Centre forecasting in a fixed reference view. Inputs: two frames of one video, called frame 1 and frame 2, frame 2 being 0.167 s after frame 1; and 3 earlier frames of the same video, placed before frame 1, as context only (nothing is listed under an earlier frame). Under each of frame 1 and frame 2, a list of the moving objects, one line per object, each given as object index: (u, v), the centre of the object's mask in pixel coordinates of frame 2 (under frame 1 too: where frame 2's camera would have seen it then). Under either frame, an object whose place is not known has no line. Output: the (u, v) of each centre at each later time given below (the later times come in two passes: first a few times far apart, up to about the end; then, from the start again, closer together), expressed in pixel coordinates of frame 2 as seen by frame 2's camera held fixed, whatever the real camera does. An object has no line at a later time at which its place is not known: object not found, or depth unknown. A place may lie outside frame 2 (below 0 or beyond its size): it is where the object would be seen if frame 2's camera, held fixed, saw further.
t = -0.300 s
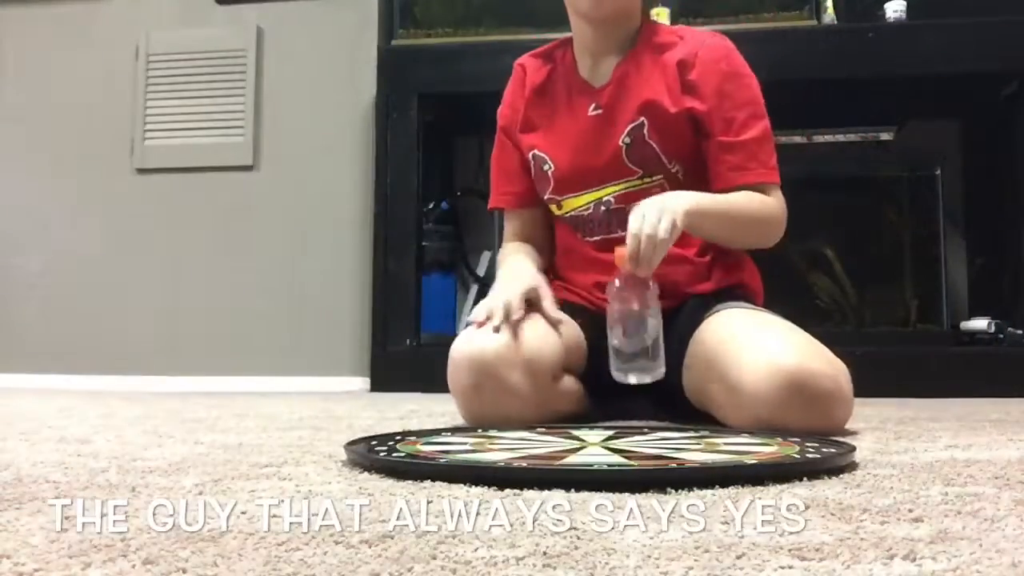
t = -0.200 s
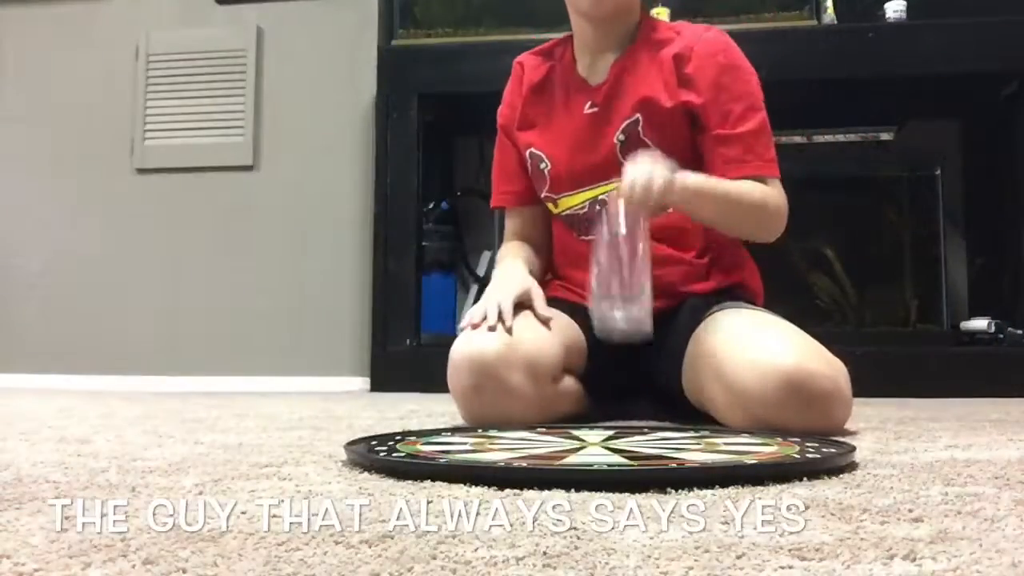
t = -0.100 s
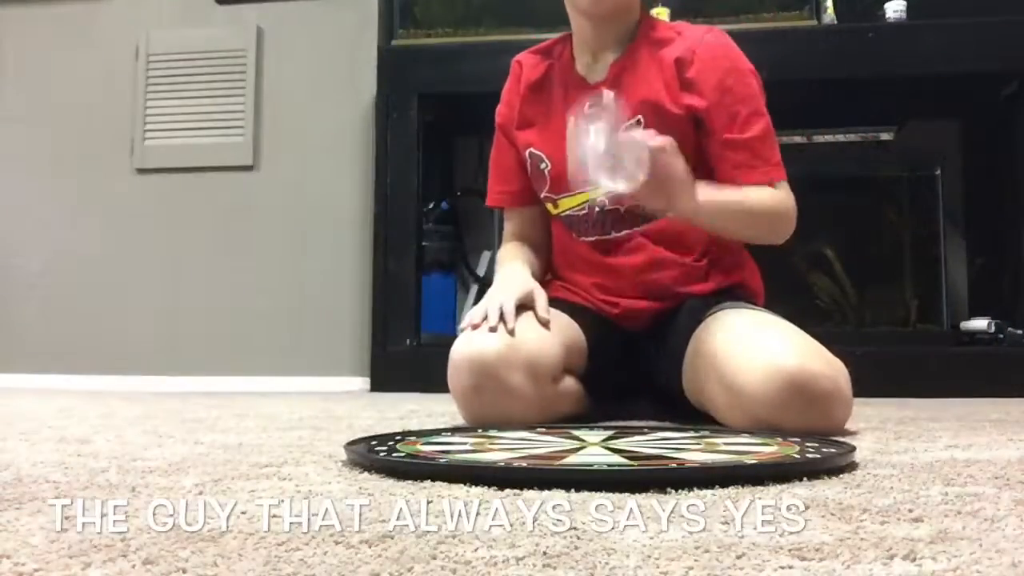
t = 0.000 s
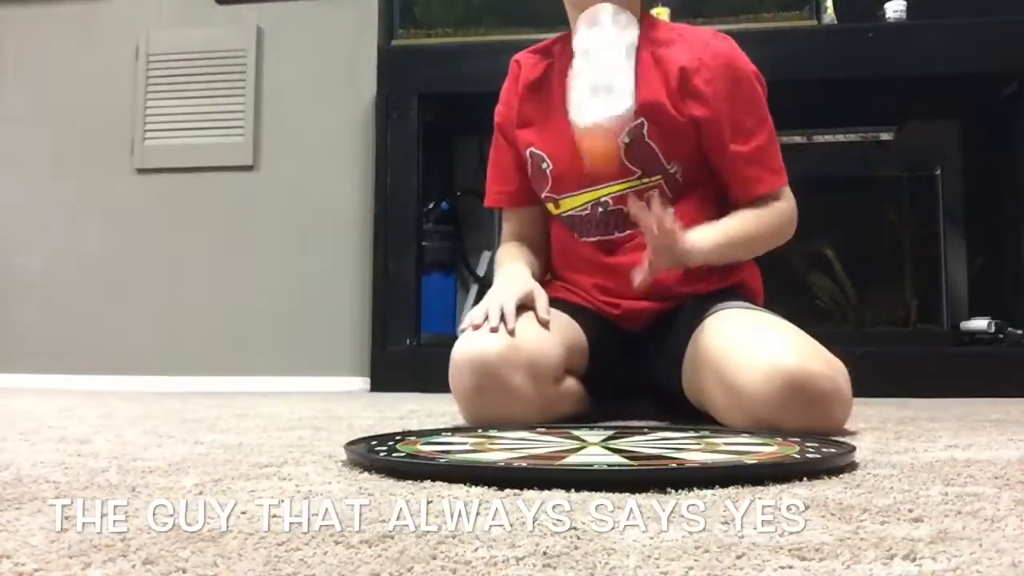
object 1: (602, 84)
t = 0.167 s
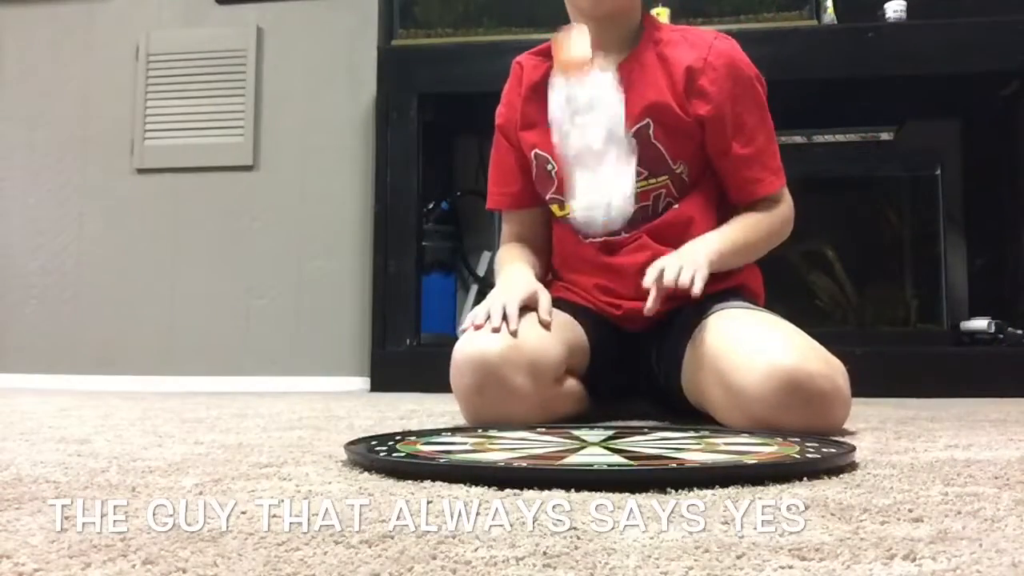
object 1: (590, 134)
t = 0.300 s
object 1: (583, 354)
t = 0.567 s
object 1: (586, 357)
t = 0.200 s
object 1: (588, 185)
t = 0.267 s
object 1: (585, 335)
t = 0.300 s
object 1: (583, 354)
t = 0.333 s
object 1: (582, 358)
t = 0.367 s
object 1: (583, 357)
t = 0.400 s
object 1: (583, 356)
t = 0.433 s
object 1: (582, 356)
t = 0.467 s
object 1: (580, 356)
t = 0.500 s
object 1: (580, 356)
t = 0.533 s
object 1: (583, 356)
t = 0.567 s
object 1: (586, 357)
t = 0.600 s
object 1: (585, 356)
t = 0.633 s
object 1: (581, 357)
